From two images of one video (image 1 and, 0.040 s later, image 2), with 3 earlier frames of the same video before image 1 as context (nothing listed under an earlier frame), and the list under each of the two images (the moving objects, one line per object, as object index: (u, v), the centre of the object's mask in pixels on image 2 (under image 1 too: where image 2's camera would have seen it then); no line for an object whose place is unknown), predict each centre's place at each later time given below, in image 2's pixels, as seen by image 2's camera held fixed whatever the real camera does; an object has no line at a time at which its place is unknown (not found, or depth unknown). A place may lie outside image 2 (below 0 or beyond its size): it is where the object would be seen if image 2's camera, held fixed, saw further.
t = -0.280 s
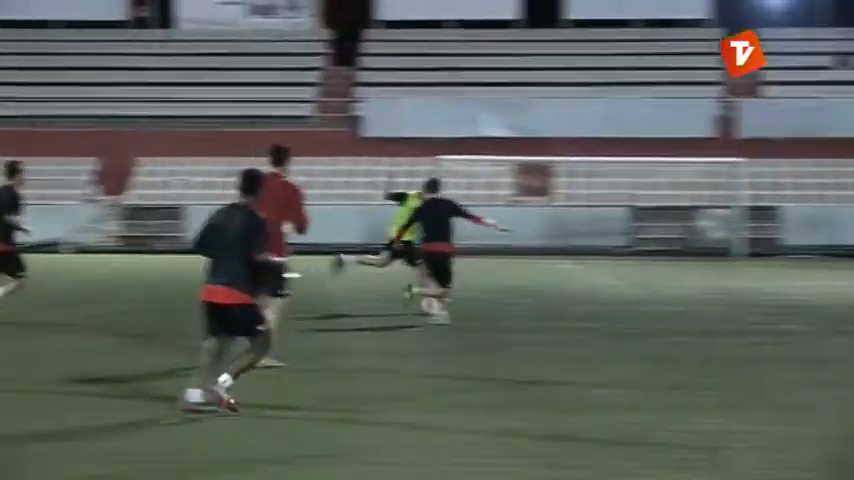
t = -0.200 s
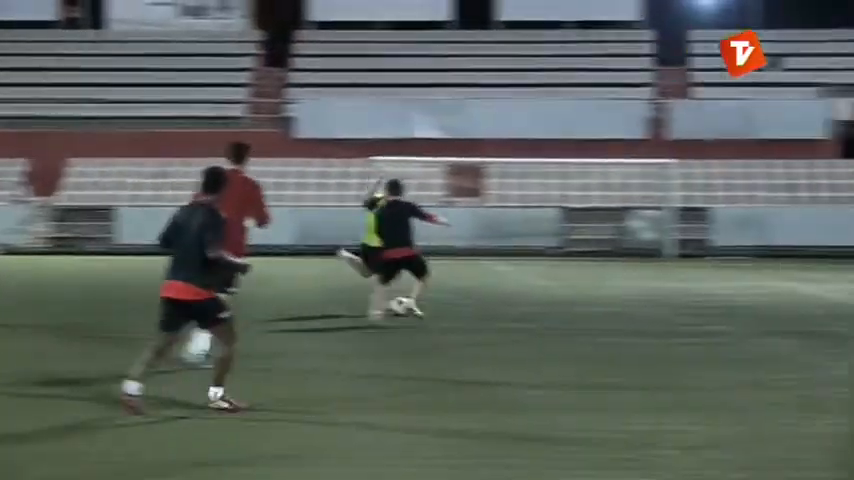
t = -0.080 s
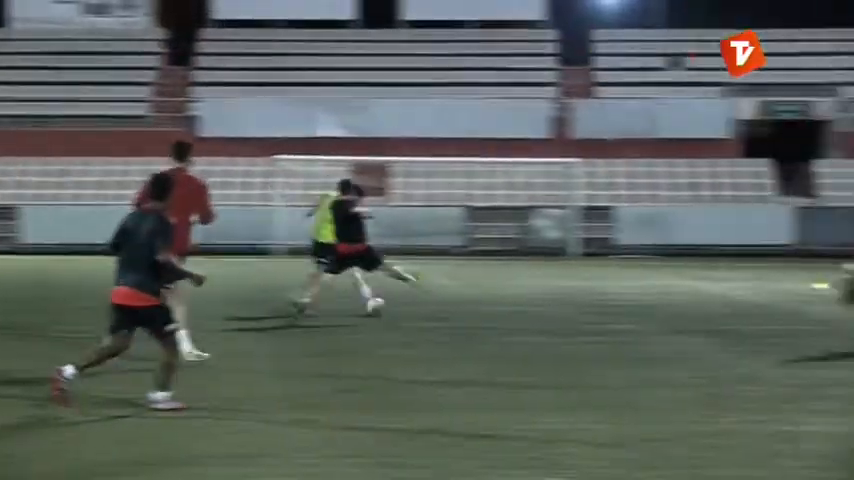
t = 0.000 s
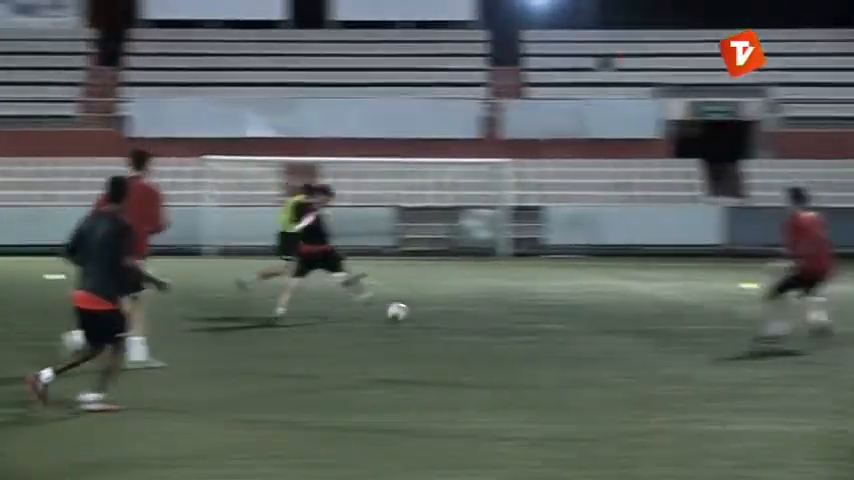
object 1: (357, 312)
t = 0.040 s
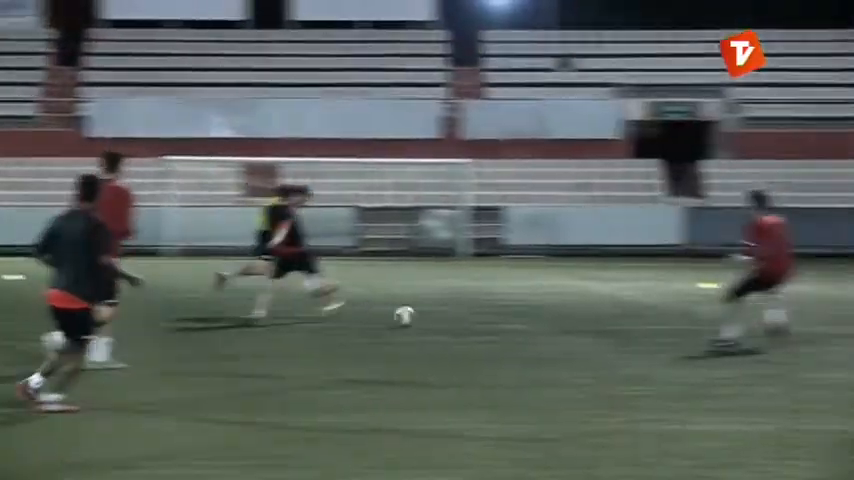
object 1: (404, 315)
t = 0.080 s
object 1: (450, 321)
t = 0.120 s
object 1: (498, 322)
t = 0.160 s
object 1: (543, 324)
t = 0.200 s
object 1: (578, 329)
